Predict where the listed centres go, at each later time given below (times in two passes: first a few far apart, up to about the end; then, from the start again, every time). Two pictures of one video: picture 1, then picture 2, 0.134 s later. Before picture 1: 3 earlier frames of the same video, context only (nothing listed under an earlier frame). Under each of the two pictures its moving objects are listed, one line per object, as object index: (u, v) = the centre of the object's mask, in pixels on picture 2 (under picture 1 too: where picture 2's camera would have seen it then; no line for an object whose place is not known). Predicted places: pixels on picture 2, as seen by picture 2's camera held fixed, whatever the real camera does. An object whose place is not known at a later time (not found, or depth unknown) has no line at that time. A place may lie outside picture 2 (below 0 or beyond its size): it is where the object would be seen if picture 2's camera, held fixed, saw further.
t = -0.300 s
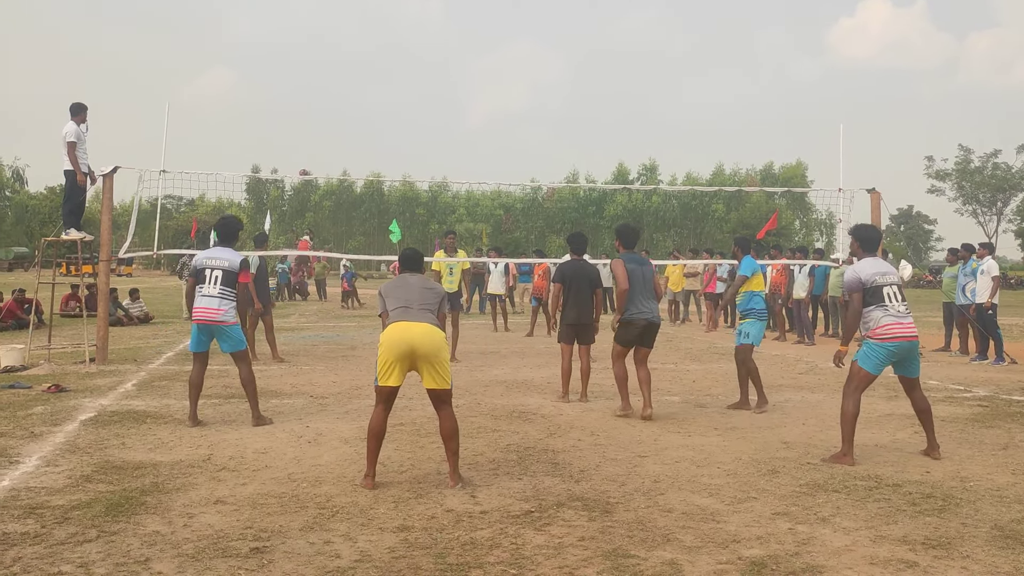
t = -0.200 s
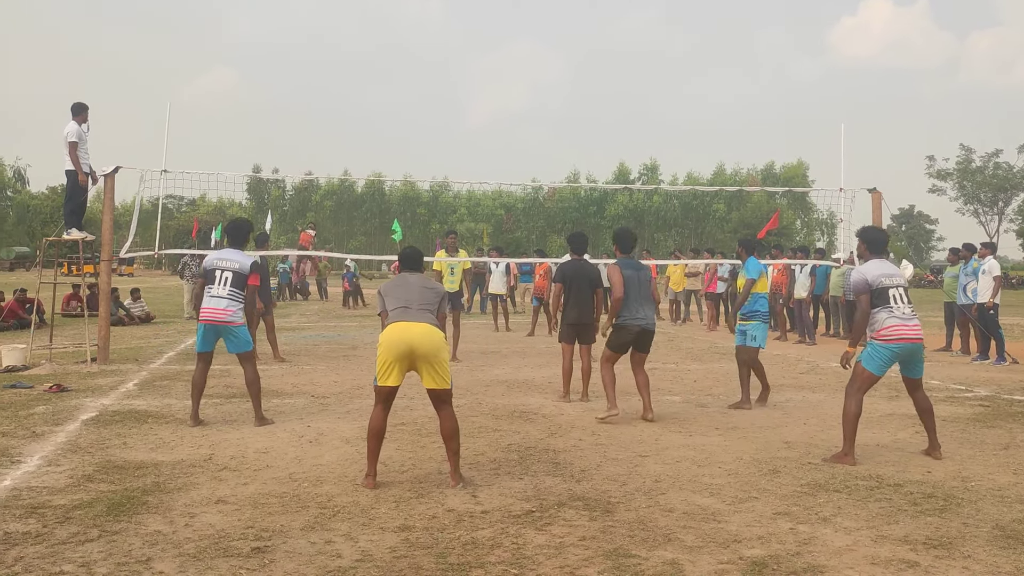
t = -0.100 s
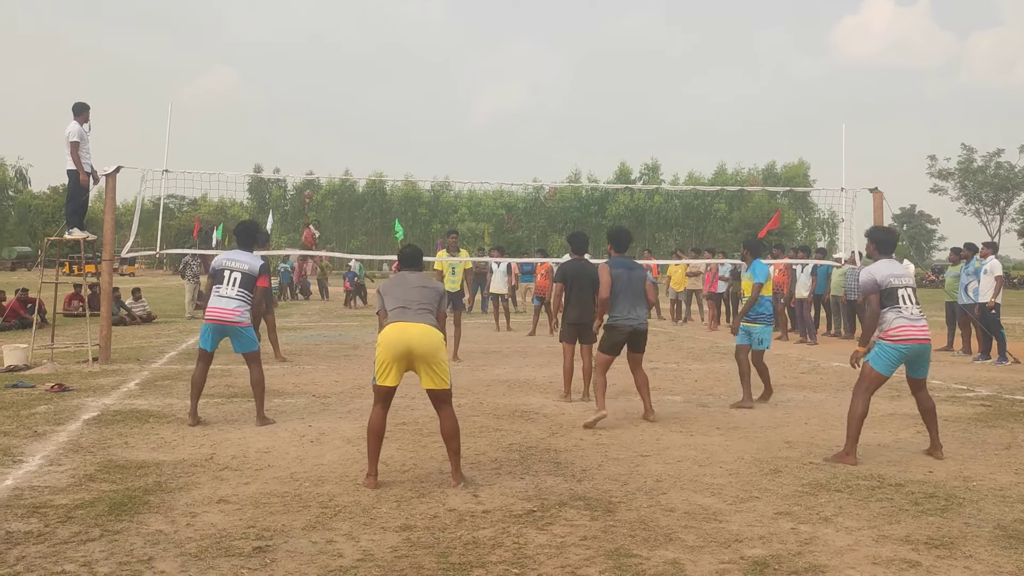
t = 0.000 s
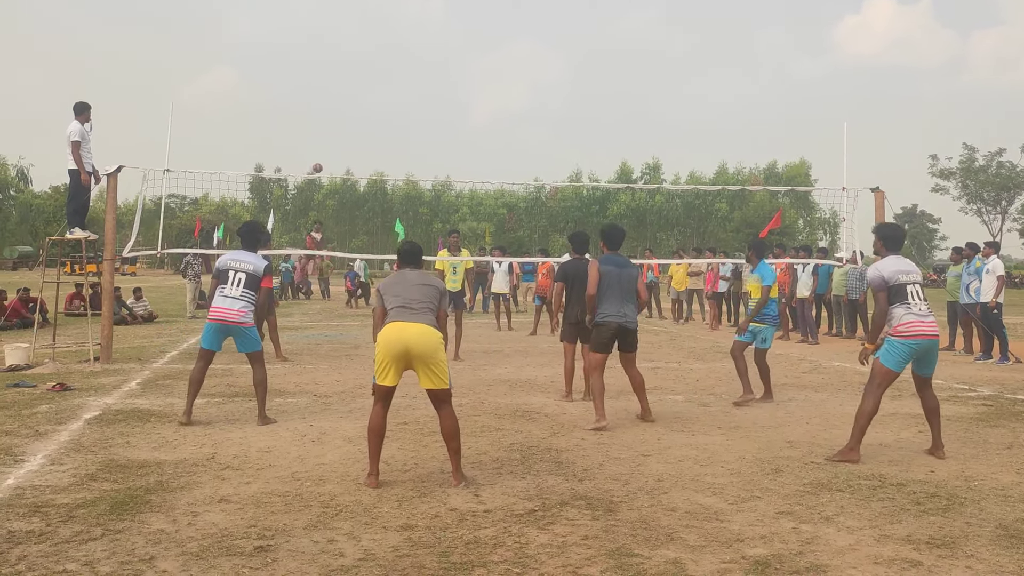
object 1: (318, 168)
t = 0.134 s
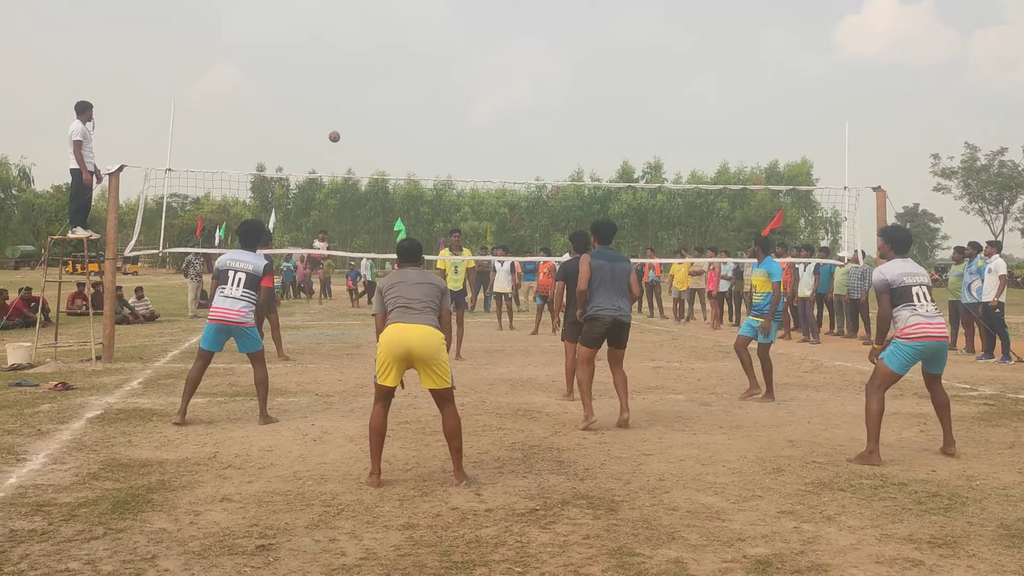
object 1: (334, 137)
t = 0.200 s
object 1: (344, 124)
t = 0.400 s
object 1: (387, 104)
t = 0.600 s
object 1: (462, 130)
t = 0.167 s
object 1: (339, 130)
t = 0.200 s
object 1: (344, 124)
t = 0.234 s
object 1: (350, 119)
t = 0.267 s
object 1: (356, 115)
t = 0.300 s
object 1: (363, 111)
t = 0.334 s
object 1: (370, 108)
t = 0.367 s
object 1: (378, 106)
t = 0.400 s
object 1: (387, 104)
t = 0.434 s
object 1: (396, 105)
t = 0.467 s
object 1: (407, 107)
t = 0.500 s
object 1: (419, 110)
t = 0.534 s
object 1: (432, 114)
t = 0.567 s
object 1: (446, 121)
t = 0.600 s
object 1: (462, 130)
